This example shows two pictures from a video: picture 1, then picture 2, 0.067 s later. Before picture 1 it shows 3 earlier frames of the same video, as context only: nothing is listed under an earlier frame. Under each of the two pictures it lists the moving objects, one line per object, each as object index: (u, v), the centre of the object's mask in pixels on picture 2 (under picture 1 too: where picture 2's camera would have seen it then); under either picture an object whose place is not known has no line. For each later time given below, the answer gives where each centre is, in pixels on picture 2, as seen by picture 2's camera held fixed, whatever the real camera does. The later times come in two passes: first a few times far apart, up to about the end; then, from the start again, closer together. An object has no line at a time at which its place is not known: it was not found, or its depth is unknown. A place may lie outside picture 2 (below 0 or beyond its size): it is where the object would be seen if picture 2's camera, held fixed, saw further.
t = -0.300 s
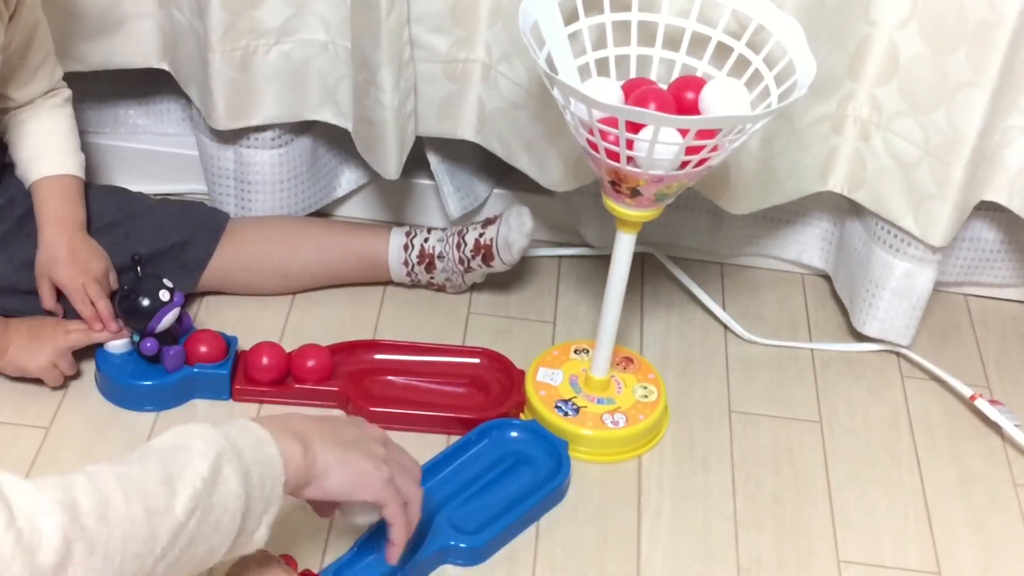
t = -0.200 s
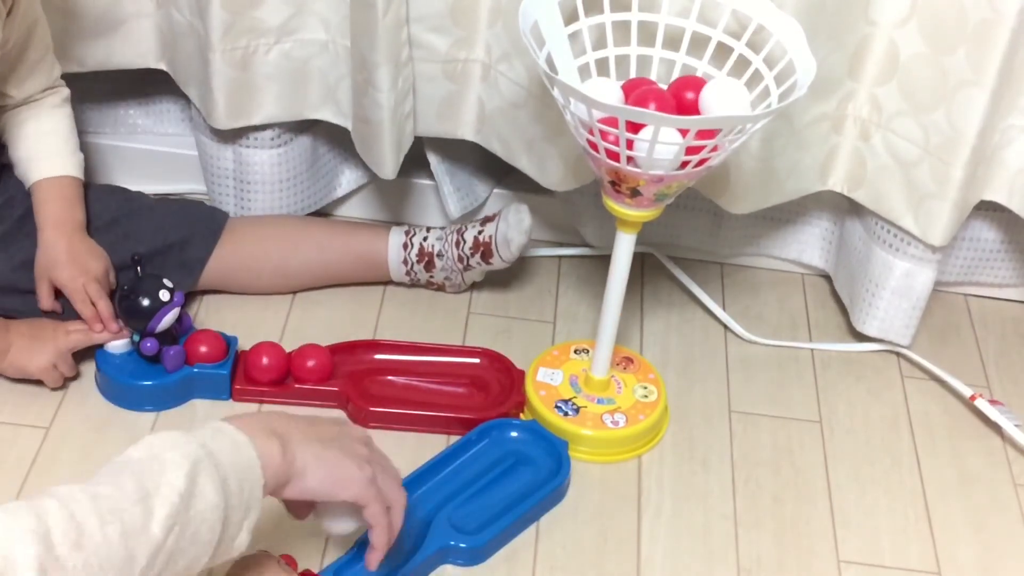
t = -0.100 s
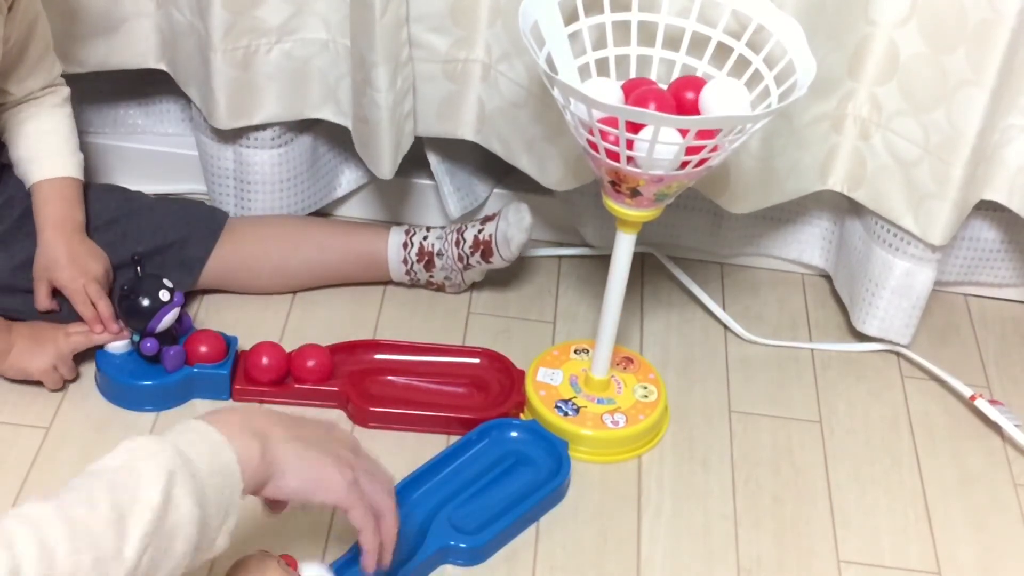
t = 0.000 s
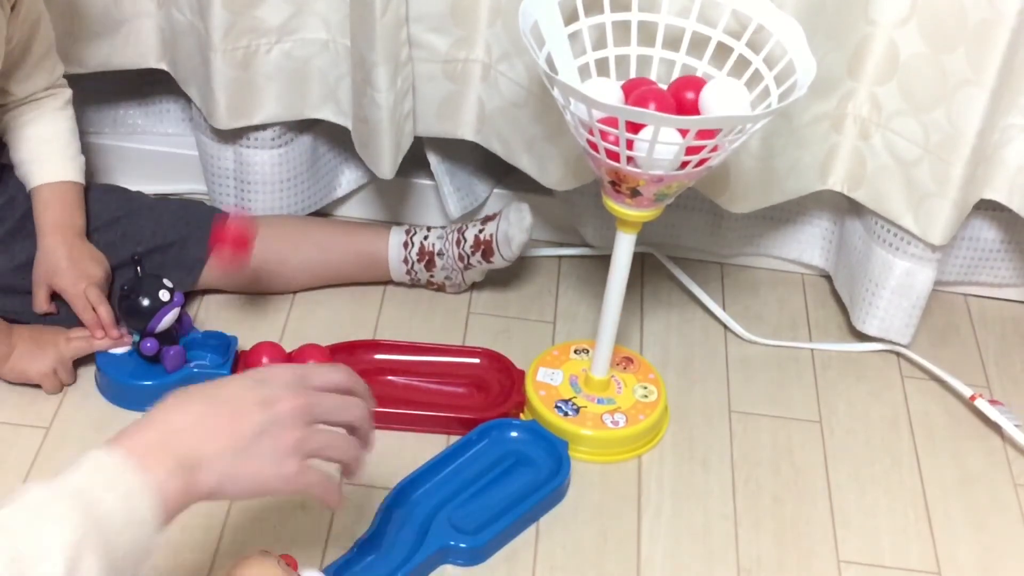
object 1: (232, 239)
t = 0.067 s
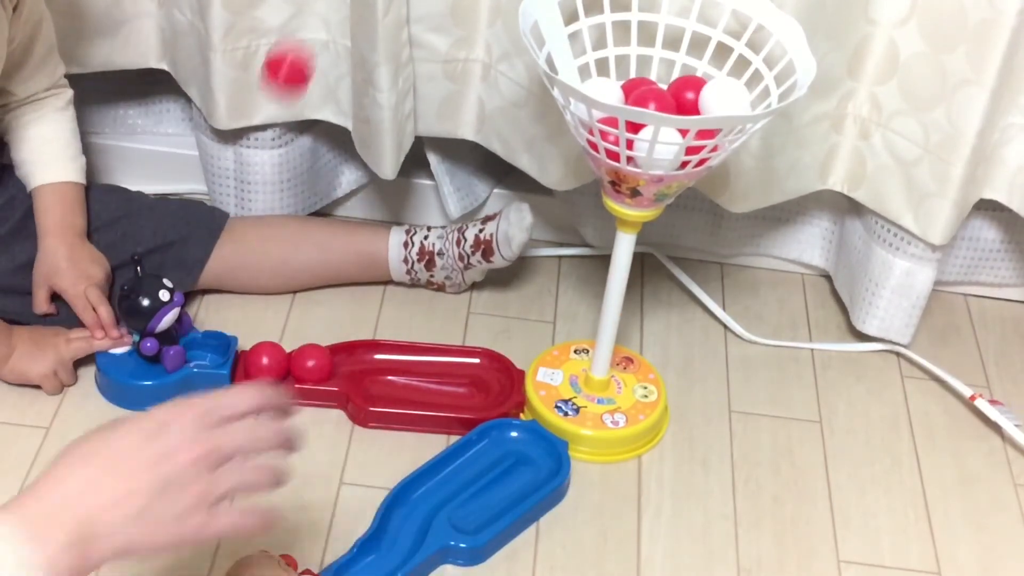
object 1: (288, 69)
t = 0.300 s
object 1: (494, 67)
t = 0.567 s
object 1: (634, 327)
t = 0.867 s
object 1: (826, 349)
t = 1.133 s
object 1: (933, 393)
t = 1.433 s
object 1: (990, 465)
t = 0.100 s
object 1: (320, 12)
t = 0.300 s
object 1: (494, 67)
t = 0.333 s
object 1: (512, 152)
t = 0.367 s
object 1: (529, 245)
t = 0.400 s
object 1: (541, 348)
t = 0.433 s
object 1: (561, 322)
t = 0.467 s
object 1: (580, 305)
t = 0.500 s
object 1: (591, 303)
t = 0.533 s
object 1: (626, 324)
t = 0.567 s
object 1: (634, 327)
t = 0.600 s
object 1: (653, 320)
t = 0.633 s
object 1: (673, 330)
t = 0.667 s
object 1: (691, 344)
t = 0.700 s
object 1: (714, 339)
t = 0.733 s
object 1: (736, 342)
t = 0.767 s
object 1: (759, 343)
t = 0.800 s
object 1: (781, 345)
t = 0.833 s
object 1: (803, 347)
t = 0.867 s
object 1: (826, 349)
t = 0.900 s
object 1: (849, 350)
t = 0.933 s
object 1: (870, 352)
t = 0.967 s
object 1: (886, 356)
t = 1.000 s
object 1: (895, 363)
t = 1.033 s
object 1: (904, 370)
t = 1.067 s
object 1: (913, 378)
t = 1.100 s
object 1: (923, 385)
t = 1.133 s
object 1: (933, 393)
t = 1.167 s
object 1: (942, 401)
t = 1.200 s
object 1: (951, 409)
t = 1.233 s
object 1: (956, 416)
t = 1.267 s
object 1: (962, 423)
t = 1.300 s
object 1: (968, 431)
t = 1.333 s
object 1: (973, 439)
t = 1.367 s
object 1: (978, 447)
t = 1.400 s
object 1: (984, 456)
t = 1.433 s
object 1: (990, 465)
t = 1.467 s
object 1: (998, 474)
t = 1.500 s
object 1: (1004, 483)
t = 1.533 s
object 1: (1008, 492)
